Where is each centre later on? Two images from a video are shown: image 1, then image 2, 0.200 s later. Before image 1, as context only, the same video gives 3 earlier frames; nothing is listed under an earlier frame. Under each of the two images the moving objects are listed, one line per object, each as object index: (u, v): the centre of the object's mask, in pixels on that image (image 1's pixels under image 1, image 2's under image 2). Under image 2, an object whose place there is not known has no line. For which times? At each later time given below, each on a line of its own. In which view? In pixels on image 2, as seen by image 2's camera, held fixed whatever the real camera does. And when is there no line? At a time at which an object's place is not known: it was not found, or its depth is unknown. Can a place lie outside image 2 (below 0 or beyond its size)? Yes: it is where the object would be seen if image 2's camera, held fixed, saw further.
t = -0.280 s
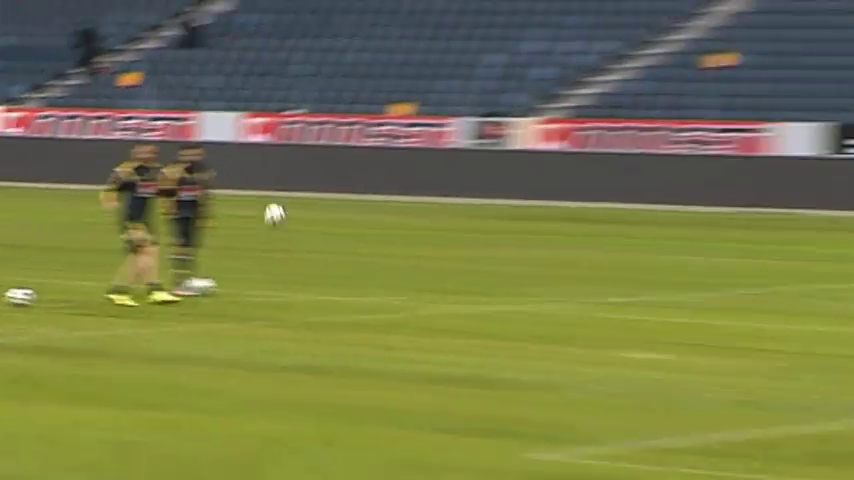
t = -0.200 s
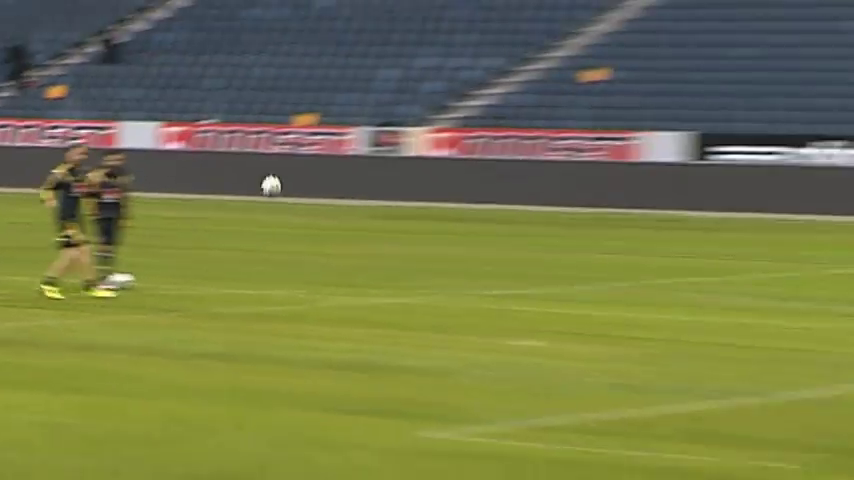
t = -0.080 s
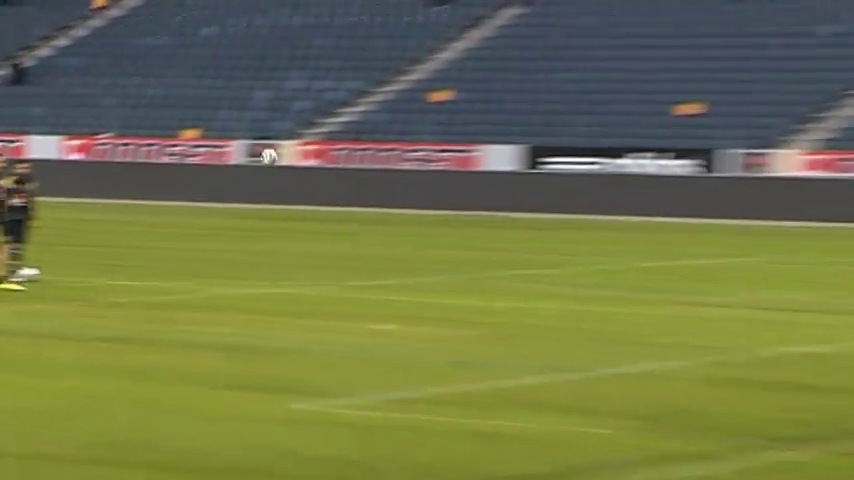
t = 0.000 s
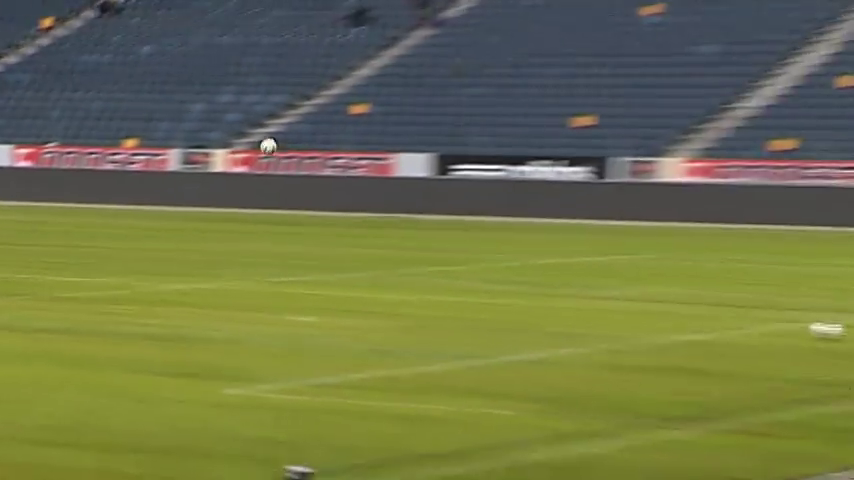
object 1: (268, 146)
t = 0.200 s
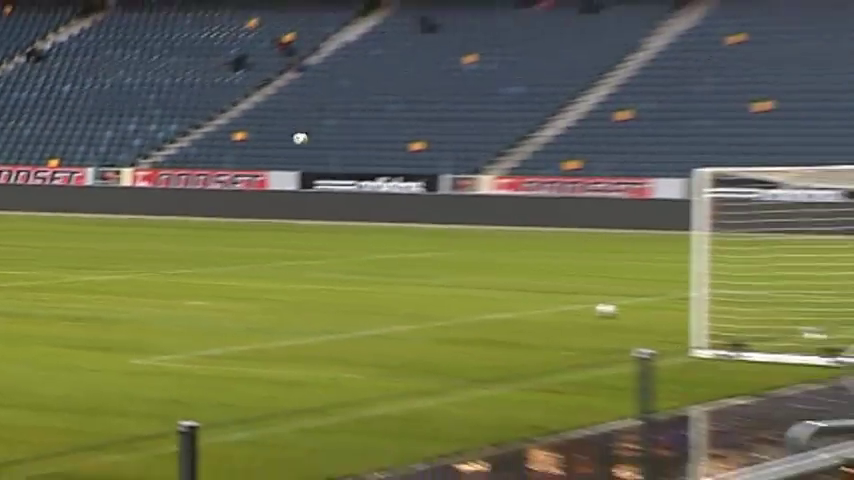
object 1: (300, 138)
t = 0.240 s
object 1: (327, 137)
